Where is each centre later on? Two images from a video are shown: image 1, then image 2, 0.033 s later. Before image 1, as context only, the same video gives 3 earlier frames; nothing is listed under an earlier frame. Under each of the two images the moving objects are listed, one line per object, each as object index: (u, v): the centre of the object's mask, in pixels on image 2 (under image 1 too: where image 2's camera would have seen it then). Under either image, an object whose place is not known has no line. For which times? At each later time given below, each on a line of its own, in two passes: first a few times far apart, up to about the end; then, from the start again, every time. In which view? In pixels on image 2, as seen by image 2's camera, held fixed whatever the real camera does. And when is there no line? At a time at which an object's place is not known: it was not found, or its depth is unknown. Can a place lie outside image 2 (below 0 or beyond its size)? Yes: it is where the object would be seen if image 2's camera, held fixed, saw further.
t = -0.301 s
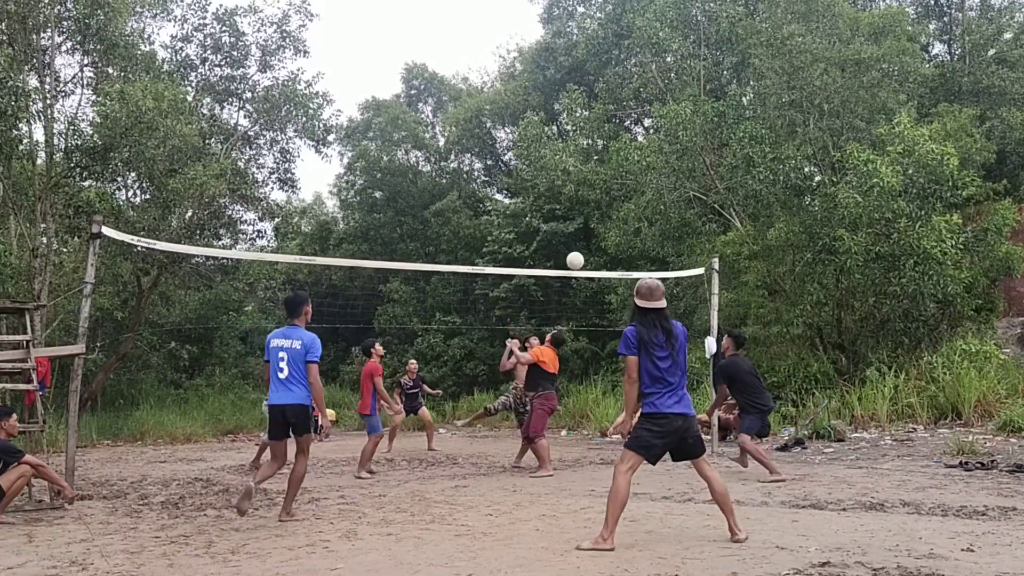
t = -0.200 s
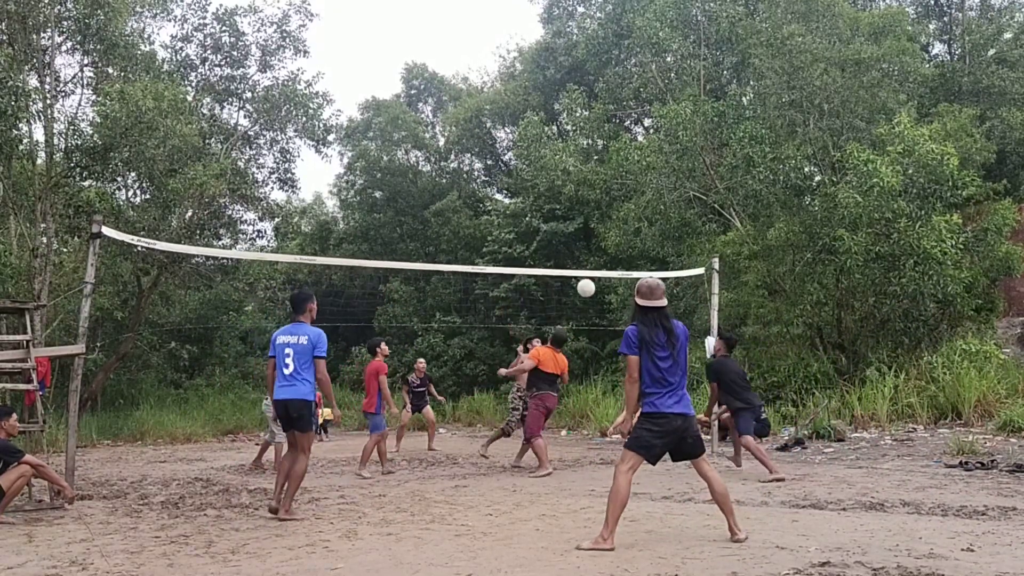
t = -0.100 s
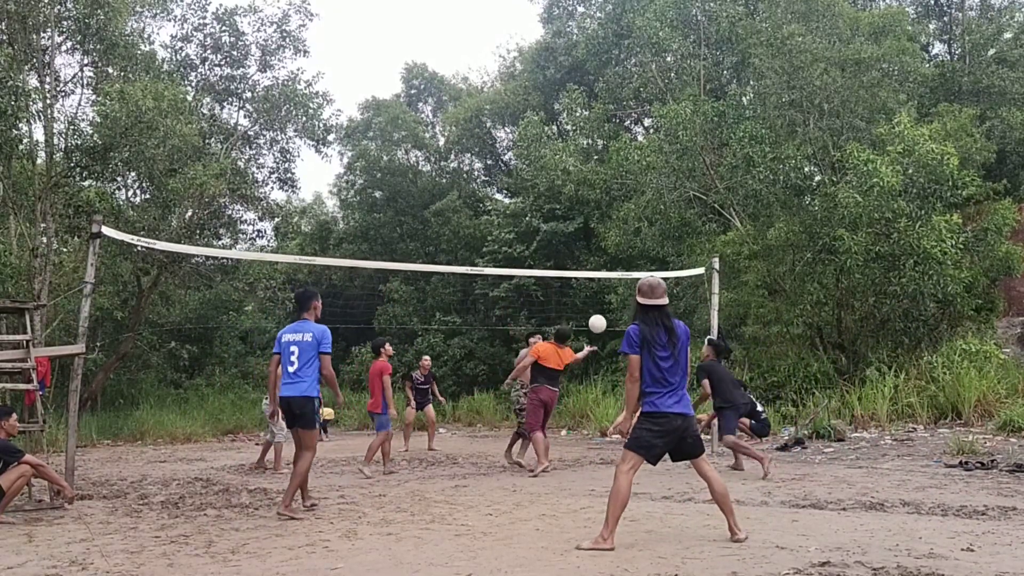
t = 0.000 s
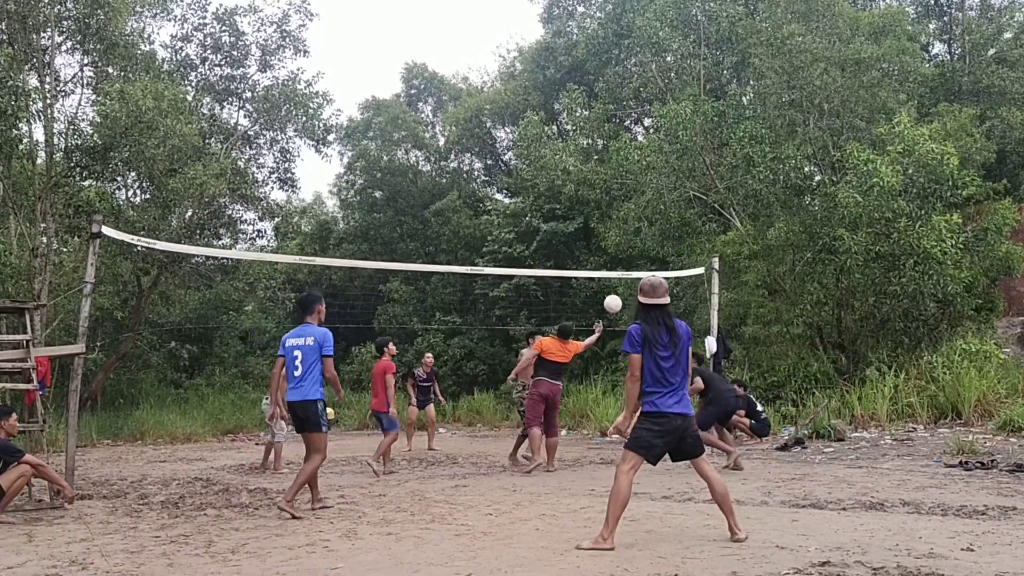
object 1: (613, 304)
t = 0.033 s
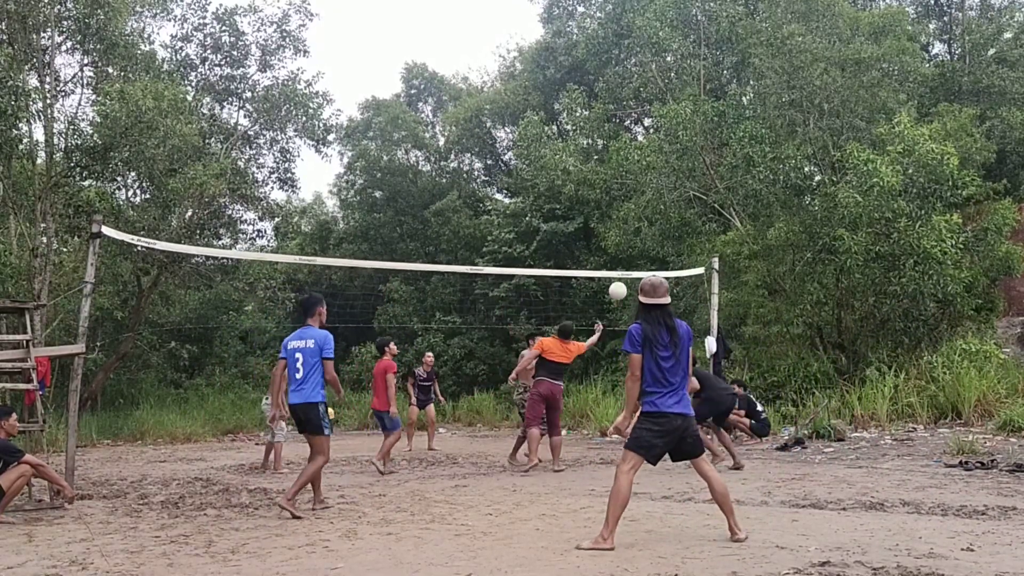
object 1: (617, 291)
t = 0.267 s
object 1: (652, 225)
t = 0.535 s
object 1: (693, 204)
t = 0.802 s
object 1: (737, 242)
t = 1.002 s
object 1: (772, 311)
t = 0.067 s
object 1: (623, 278)
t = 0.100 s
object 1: (628, 267)
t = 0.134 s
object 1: (632, 257)
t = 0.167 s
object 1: (637, 248)
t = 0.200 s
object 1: (643, 239)
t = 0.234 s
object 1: (647, 231)
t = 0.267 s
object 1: (652, 225)
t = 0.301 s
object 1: (657, 219)
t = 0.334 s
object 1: (662, 214)
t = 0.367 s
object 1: (667, 210)
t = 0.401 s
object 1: (672, 207)
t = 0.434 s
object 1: (677, 205)
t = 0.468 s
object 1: (683, 203)
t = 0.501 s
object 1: (688, 203)
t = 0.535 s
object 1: (693, 204)
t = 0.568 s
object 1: (698, 205)
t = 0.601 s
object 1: (704, 207)
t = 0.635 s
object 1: (709, 211)
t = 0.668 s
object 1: (714, 215)
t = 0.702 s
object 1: (720, 220)
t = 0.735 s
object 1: (726, 226)
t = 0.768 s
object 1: (731, 233)
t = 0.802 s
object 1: (737, 242)
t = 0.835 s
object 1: (742, 251)
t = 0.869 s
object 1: (748, 261)
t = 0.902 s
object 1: (754, 272)
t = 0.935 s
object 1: (760, 284)
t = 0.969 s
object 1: (766, 297)
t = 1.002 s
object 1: (772, 311)
